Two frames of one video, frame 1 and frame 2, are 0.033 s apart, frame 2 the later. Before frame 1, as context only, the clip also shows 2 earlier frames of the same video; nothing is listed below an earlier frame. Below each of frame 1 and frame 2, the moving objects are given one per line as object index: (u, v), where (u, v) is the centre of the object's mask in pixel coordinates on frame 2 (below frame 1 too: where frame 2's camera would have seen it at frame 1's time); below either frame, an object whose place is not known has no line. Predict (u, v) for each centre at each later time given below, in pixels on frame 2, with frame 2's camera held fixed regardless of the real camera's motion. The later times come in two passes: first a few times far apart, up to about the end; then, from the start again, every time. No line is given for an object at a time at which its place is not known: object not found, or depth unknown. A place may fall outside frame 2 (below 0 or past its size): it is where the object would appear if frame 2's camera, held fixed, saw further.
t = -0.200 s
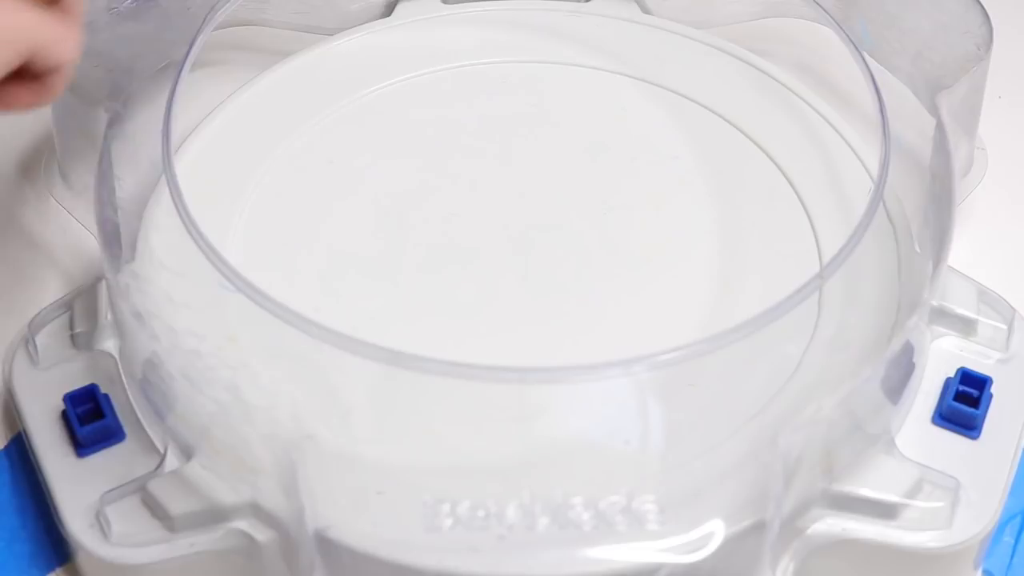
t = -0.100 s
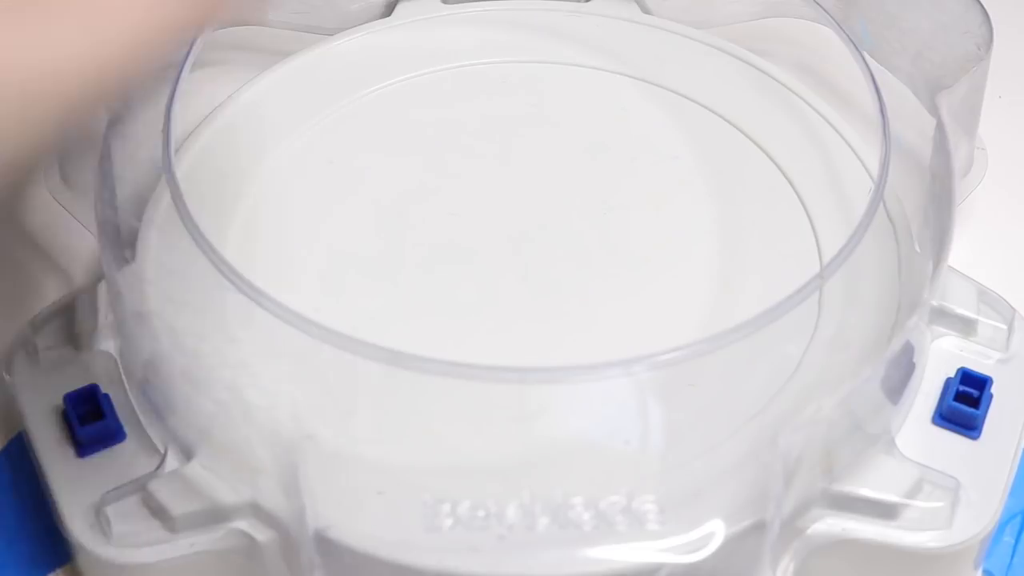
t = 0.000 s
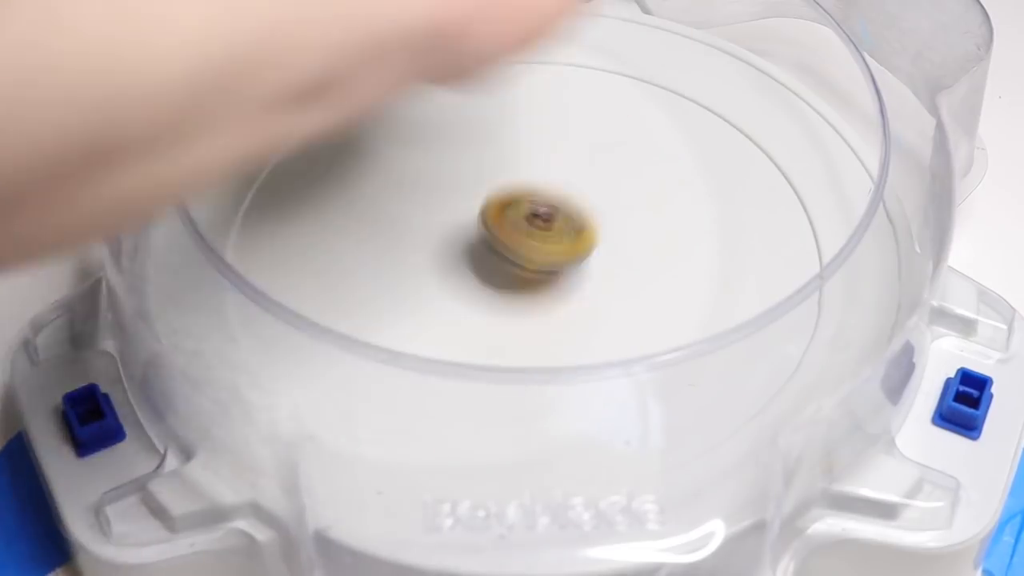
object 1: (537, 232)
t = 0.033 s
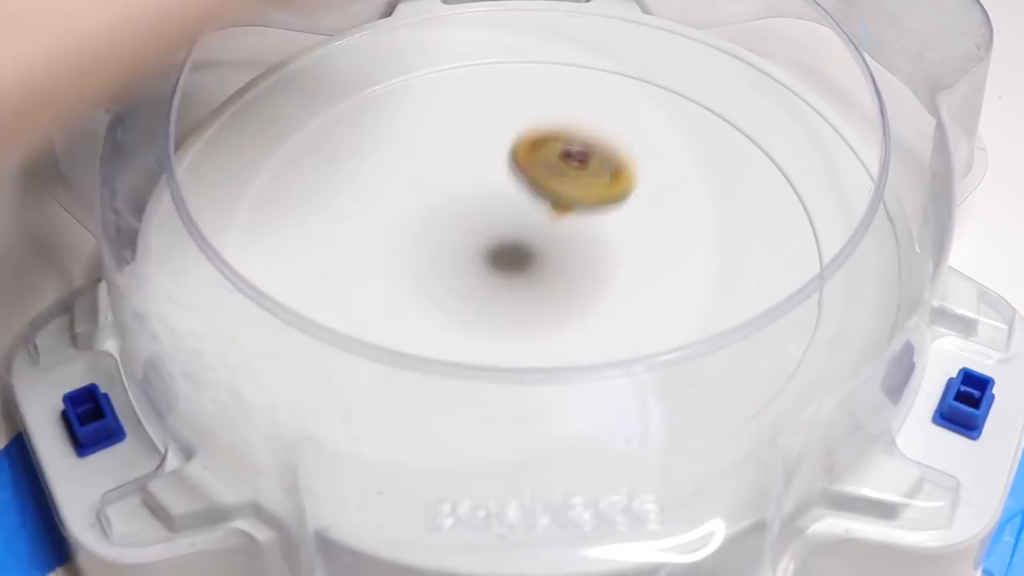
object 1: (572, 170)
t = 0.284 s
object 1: (797, 290)
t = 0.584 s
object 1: (555, 191)
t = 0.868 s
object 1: (376, 125)
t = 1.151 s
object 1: (421, 236)
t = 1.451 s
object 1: (652, 197)
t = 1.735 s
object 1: (609, 96)
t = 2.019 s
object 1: (465, 162)
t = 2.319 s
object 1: (610, 314)
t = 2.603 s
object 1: (734, 242)
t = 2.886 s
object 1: (607, 157)
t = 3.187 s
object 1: (435, 300)
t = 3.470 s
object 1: (568, 384)
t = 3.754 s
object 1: (655, 264)
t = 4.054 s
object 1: (529, 250)
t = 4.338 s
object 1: (417, 313)
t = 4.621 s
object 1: (490, 365)
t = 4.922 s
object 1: (469, 328)
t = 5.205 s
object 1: (459, 281)
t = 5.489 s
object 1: (320, 235)
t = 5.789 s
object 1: (346, 264)
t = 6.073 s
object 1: (409, 193)
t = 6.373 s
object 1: (507, 148)
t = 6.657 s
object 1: (605, 68)
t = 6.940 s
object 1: (592, 105)
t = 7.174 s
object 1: (696, 157)
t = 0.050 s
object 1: (590, 145)
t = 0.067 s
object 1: (609, 124)
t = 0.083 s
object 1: (628, 107)
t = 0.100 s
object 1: (647, 97)
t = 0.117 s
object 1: (666, 91)
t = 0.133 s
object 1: (686, 92)
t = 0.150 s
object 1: (705, 98)
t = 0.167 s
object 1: (724, 112)
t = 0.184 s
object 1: (741, 133)
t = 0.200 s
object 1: (757, 160)
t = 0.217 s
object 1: (772, 193)
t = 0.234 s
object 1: (780, 230)
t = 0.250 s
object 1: (791, 272)
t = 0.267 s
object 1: (806, 318)
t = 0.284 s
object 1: (797, 290)
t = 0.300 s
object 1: (790, 267)
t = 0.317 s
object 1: (778, 243)
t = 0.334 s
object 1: (776, 231)
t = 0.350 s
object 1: (768, 223)
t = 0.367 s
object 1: (758, 217)
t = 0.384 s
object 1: (746, 217)
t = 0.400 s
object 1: (732, 221)
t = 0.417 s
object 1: (718, 232)
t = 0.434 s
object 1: (704, 247)
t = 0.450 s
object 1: (689, 264)
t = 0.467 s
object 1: (673, 245)
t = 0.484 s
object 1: (657, 227)
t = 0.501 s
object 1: (640, 214)
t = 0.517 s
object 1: (622, 206)
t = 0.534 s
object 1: (605, 203)
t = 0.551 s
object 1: (587, 205)
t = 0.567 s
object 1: (570, 207)
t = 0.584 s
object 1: (555, 191)
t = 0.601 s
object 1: (540, 176)
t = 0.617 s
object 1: (524, 166)
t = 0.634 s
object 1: (509, 163)
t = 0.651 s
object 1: (494, 163)
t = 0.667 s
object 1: (480, 163)
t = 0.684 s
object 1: (468, 151)
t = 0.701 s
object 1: (457, 143)
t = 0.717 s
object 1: (446, 139)
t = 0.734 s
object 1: (436, 138)
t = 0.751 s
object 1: (426, 131)
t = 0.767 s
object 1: (417, 129)
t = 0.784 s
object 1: (408, 127)
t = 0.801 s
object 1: (401, 124)
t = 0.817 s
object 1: (394, 123)
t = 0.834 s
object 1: (387, 122)
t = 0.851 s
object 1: (381, 123)
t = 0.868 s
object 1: (376, 125)
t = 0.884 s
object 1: (371, 127)
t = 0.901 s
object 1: (367, 130)
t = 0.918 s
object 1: (363, 135)
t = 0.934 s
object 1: (361, 139)
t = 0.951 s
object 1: (359, 145)
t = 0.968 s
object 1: (358, 152)
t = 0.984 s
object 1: (358, 159)
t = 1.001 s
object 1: (359, 167)
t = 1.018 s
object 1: (361, 175)
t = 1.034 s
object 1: (364, 184)
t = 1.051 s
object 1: (368, 192)
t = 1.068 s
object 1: (374, 201)
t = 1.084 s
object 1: (381, 208)
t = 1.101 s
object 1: (389, 216)
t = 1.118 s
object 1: (399, 223)
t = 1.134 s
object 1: (409, 230)
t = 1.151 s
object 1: (421, 236)
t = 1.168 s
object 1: (434, 241)
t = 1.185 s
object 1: (448, 246)
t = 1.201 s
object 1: (462, 249)
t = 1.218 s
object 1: (477, 252)
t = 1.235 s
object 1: (492, 252)
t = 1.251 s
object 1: (507, 253)
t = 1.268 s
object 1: (522, 253)
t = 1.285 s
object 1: (537, 251)
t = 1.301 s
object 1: (552, 248)
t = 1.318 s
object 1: (566, 245)
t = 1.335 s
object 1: (579, 240)
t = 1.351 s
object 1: (592, 236)
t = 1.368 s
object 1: (605, 231)
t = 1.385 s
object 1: (616, 225)
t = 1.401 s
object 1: (627, 218)
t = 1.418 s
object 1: (636, 212)
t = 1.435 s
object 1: (644, 205)
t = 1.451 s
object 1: (652, 197)
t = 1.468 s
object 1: (658, 190)
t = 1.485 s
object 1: (663, 183)
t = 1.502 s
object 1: (667, 175)
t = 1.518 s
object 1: (669, 168)
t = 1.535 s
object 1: (669, 160)
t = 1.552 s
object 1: (669, 154)
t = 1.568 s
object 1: (668, 147)
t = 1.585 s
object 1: (666, 140)
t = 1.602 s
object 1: (663, 134)
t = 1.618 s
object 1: (659, 127)
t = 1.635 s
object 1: (654, 122)
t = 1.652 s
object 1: (648, 116)
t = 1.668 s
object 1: (641, 111)
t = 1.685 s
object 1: (634, 106)
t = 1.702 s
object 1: (626, 102)
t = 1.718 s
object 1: (617, 98)
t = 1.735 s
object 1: (609, 96)
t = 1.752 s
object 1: (599, 93)
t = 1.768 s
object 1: (589, 92)
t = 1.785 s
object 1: (578, 91)
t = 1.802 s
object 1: (567, 91)
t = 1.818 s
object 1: (556, 92)
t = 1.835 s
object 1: (546, 93)
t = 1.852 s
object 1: (535, 96)
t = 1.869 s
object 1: (525, 99)
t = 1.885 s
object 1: (515, 103)
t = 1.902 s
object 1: (505, 108)
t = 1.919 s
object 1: (496, 114)
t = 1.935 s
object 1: (488, 120)
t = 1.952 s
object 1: (482, 127)
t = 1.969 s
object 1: (475, 135)
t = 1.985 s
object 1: (471, 144)
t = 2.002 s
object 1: (467, 153)
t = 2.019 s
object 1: (465, 162)
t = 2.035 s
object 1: (464, 172)
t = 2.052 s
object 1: (465, 183)
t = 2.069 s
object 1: (466, 194)
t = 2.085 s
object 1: (469, 205)
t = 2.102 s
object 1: (473, 216)
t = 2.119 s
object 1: (479, 228)
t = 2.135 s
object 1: (485, 239)
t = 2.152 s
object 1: (493, 249)
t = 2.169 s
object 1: (503, 260)
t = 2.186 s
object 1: (513, 270)
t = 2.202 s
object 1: (524, 279)
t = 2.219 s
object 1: (536, 287)
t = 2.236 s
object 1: (548, 295)
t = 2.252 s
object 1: (560, 302)
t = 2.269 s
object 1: (572, 307)
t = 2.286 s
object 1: (585, 311)
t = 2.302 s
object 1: (597, 313)
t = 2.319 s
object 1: (610, 314)
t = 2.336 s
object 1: (622, 315)
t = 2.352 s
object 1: (634, 314)
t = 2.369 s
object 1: (645, 313)
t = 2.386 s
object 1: (656, 311)
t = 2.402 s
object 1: (667, 308)
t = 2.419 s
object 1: (677, 306)
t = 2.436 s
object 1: (686, 302)
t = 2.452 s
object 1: (694, 299)
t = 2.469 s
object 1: (702, 295)
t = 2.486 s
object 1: (709, 290)
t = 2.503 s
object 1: (716, 285)
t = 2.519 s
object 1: (722, 279)
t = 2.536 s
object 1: (726, 273)
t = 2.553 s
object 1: (731, 267)
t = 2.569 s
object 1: (733, 259)
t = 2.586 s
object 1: (734, 250)
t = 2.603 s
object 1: (734, 242)
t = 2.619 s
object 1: (733, 233)
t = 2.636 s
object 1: (731, 225)
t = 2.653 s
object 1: (729, 217)
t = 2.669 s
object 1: (725, 209)
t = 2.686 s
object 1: (721, 202)
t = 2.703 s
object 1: (716, 194)
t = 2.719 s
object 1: (710, 187)
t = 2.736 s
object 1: (703, 180)
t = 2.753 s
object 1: (695, 174)
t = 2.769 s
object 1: (687, 169)
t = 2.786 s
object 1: (677, 164)
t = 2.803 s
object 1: (667, 160)
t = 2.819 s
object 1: (656, 157)
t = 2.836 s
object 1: (644, 156)
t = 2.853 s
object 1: (632, 155)
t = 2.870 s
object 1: (620, 155)
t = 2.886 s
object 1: (607, 157)
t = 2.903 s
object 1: (594, 159)
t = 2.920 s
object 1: (580, 162)
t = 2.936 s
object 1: (567, 167)
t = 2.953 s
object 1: (553, 172)
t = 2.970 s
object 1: (540, 178)
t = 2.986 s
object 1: (528, 184)
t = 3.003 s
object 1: (516, 192)
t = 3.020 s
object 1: (504, 199)
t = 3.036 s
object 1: (493, 208)
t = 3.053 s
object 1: (482, 218)
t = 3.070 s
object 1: (473, 227)
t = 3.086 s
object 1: (464, 237)
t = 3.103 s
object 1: (457, 248)
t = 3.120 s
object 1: (450, 258)
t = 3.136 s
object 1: (445, 269)
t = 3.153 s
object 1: (440, 279)
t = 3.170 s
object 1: (437, 290)
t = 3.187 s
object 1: (435, 300)
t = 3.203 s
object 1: (435, 308)
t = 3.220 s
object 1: (436, 314)
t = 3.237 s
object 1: (440, 320)
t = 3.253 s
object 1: (445, 326)
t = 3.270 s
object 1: (451, 330)
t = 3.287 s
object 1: (453, 347)
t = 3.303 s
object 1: (460, 354)
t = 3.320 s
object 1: (466, 363)
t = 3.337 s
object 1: (477, 364)
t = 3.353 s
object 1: (485, 366)
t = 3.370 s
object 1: (495, 384)
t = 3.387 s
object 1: (507, 384)
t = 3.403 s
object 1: (518, 384)
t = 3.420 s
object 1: (531, 385)
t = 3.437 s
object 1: (543, 384)
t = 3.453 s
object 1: (555, 385)
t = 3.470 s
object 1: (568, 384)
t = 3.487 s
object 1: (582, 384)
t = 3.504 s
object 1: (592, 382)
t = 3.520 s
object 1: (605, 361)
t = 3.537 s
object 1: (616, 360)
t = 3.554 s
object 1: (626, 353)
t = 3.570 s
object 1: (636, 344)
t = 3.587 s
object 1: (639, 329)
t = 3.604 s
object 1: (647, 324)
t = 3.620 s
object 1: (654, 319)
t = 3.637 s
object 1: (660, 315)
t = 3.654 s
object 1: (666, 309)
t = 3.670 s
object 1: (669, 302)
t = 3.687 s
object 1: (670, 296)
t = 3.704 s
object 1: (668, 287)
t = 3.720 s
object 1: (666, 279)
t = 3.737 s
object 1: (661, 270)
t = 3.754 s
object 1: (655, 264)
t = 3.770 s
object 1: (648, 256)
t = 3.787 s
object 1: (639, 249)
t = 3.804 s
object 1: (631, 244)
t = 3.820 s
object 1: (622, 238)
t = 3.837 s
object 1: (622, 239)
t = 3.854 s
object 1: (621, 241)
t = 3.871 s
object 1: (619, 243)
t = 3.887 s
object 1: (615, 243)
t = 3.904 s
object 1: (610, 244)
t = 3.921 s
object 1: (605, 245)
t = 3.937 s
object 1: (597, 245)
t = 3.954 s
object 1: (589, 245)
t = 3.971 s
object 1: (580, 245)
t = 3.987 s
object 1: (571, 246)
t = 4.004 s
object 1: (561, 246)
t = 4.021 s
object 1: (550, 247)
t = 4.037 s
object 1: (541, 247)
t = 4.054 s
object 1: (529, 250)
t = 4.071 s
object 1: (518, 252)
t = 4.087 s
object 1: (508, 255)
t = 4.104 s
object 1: (497, 258)
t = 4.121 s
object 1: (488, 261)
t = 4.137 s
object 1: (478, 265)
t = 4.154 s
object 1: (467, 269)
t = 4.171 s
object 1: (459, 273)
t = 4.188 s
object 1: (450, 277)
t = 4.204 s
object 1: (444, 281)
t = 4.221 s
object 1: (437, 285)
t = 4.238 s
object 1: (430, 290)
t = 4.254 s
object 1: (426, 294)
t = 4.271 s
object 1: (422, 299)
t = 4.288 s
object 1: (419, 303)
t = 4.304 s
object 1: (417, 306)
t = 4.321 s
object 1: (416, 310)
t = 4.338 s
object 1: (417, 313)
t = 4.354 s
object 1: (419, 316)
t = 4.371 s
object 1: (421, 318)
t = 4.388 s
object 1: (425, 321)
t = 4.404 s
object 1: (429, 323)
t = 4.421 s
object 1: (434, 327)
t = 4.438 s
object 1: (440, 329)
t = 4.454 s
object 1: (448, 331)
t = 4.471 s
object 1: (455, 332)
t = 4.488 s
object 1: (463, 334)
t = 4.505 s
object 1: (472, 335)
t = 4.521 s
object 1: (482, 335)
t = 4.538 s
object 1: (488, 336)
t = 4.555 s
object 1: (487, 352)
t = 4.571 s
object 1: (487, 362)
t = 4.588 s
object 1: (487, 366)
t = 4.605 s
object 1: (488, 365)
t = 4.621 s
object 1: (490, 365)
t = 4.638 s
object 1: (493, 365)
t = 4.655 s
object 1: (500, 366)
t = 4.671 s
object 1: (502, 366)
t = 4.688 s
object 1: (508, 362)
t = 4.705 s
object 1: (514, 356)
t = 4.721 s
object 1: (518, 351)
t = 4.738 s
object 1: (523, 337)
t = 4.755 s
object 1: (526, 335)
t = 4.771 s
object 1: (529, 332)
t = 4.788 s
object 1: (531, 329)
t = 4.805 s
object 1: (532, 325)
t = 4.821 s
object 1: (524, 326)
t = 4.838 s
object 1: (510, 330)
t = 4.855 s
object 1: (500, 331)
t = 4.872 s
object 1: (489, 331)
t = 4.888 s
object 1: (482, 330)
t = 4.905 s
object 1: (474, 330)
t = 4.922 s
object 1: (469, 328)
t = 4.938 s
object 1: (465, 328)
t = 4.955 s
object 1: (462, 327)
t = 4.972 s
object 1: (458, 325)
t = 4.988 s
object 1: (457, 323)
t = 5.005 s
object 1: (456, 322)
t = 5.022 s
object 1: (455, 319)
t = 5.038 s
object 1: (454, 317)
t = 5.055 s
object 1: (455, 314)
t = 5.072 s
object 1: (456, 312)
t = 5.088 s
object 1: (456, 310)
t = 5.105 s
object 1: (457, 306)
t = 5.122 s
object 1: (457, 303)
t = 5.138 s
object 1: (459, 298)
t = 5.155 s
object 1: (459, 294)
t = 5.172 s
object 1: (460, 290)
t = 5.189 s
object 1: (460, 286)
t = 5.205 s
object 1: (459, 281)
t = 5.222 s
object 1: (460, 277)
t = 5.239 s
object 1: (459, 272)
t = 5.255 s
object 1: (459, 268)
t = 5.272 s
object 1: (457, 263)
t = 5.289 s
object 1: (457, 259)
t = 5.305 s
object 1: (456, 255)
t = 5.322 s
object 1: (455, 250)
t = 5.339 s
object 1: (453, 246)
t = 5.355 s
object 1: (450, 242)
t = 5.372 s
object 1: (431, 241)
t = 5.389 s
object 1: (408, 241)
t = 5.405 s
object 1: (389, 240)
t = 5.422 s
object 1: (372, 239)
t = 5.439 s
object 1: (356, 238)
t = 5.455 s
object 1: (342, 237)
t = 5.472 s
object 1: (331, 236)
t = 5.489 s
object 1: (320, 235)
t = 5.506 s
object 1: (312, 236)
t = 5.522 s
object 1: (305, 237)
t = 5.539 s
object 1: (299, 237)
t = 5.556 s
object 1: (296, 238)
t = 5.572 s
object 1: (293, 240)
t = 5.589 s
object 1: (291, 242)
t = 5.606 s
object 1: (291, 243)
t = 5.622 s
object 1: (293, 245)
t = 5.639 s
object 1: (295, 247)
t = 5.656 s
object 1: (298, 250)
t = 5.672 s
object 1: (302, 251)
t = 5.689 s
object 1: (307, 253)
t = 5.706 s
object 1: (312, 256)
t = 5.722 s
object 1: (318, 257)
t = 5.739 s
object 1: (324, 259)
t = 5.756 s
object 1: (332, 261)
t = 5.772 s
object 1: (339, 263)
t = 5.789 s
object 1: (346, 264)
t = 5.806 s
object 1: (355, 265)
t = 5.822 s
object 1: (364, 266)
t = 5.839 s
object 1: (373, 267)
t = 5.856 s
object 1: (382, 267)
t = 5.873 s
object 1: (389, 266)
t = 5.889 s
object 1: (391, 262)
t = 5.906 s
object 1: (388, 253)
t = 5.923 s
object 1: (386, 246)
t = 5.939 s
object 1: (385, 241)
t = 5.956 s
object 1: (386, 234)
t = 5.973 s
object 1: (388, 227)
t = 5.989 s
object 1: (390, 222)
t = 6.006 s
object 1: (393, 215)
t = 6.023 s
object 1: (397, 210)
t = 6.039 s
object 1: (401, 204)
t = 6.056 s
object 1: (405, 199)
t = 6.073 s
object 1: (409, 193)
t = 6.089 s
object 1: (414, 188)
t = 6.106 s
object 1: (418, 184)
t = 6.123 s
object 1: (422, 179)
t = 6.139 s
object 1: (427, 174)
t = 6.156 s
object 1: (432, 170)
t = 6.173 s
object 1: (437, 166)
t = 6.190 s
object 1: (442, 163)
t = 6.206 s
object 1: (448, 160)
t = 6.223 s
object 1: (454, 157)
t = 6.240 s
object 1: (460, 155)
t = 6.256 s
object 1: (466, 153)
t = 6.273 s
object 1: (472, 151)
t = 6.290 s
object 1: (478, 150)
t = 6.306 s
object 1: (484, 149)
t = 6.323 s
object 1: (490, 148)
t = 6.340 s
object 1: (496, 147)
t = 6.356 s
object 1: (502, 148)
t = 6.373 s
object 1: (507, 148)
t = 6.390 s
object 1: (513, 148)
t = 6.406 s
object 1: (518, 149)
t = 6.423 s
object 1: (523, 150)
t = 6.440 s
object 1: (529, 151)
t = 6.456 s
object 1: (534, 153)
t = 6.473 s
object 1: (539, 154)
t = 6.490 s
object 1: (545, 152)
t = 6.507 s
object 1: (554, 140)
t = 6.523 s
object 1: (563, 128)
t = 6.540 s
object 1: (570, 116)
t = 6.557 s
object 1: (578, 107)
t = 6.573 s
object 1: (584, 98)
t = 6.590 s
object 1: (590, 91)
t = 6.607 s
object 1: (595, 84)
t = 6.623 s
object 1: (599, 78)
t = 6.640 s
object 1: (602, 73)
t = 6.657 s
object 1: (605, 68)
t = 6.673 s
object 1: (606, 64)
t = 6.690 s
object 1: (608, 61)
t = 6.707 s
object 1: (608, 59)
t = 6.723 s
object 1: (609, 57)
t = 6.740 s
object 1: (609, 56)
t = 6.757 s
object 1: (609, 56)
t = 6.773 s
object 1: (609, 56)
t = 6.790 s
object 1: (608, 58)
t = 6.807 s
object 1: (607, 60)
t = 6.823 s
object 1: (606, 63)
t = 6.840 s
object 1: (604, 67)
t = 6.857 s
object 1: (602, 72)
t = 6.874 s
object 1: (600, 77)
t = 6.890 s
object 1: (598, 83)
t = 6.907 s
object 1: (596, 91)
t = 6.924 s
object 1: (594, 98)
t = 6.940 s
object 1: (592, 105)
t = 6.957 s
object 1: (590, 113)
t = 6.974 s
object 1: (587, 122)
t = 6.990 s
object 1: (585, 131)
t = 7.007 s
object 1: (583, 141)
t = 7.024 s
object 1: (581, 150)
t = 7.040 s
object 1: (579, 159)
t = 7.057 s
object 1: (578, 170)
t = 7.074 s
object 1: (595, 168)
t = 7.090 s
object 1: (613, 166)
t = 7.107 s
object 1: (632, 163)
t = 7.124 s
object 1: (650, 161)
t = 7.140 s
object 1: (667, 160)
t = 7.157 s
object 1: (682, 157)
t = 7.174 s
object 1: (696, 157)
